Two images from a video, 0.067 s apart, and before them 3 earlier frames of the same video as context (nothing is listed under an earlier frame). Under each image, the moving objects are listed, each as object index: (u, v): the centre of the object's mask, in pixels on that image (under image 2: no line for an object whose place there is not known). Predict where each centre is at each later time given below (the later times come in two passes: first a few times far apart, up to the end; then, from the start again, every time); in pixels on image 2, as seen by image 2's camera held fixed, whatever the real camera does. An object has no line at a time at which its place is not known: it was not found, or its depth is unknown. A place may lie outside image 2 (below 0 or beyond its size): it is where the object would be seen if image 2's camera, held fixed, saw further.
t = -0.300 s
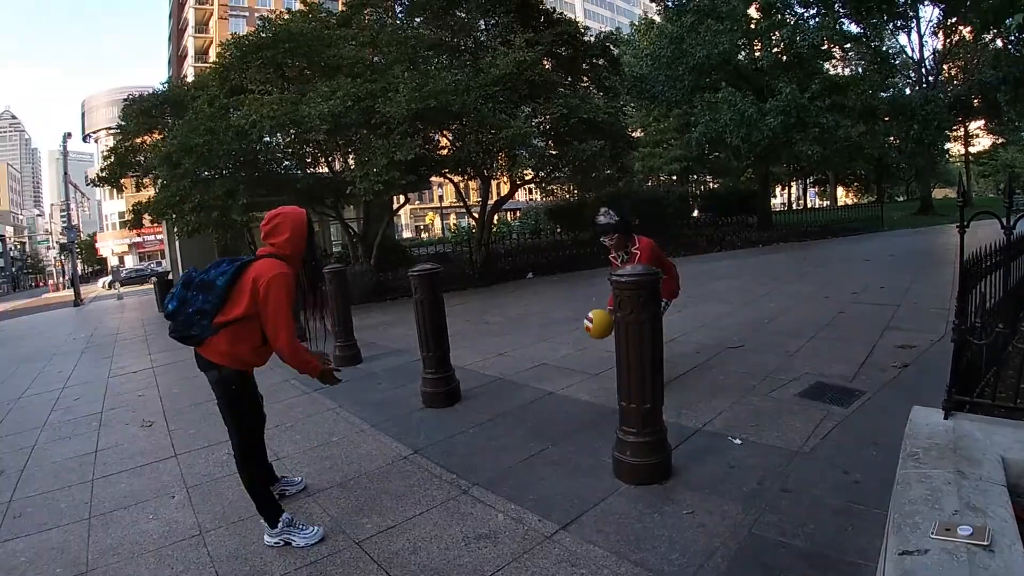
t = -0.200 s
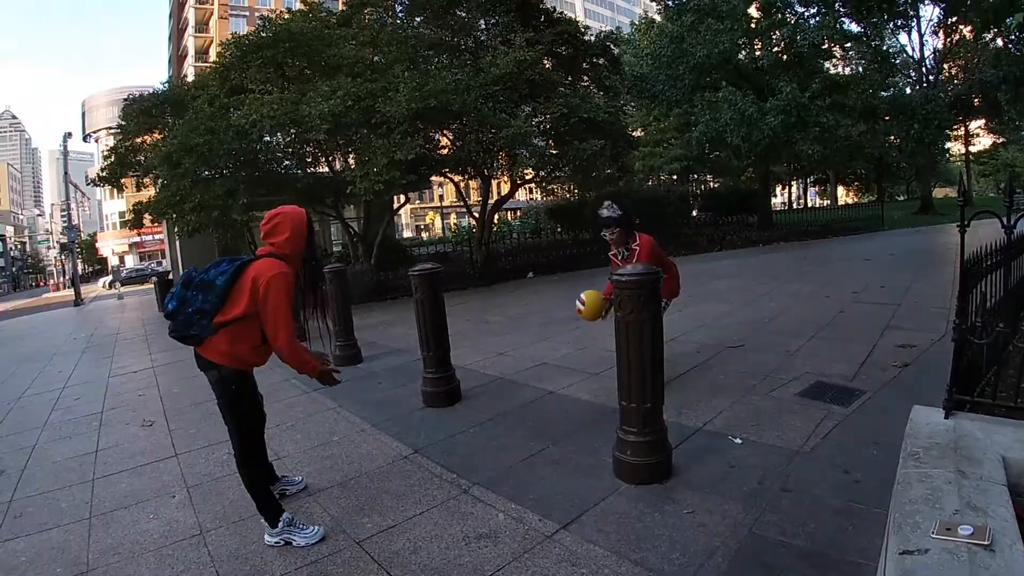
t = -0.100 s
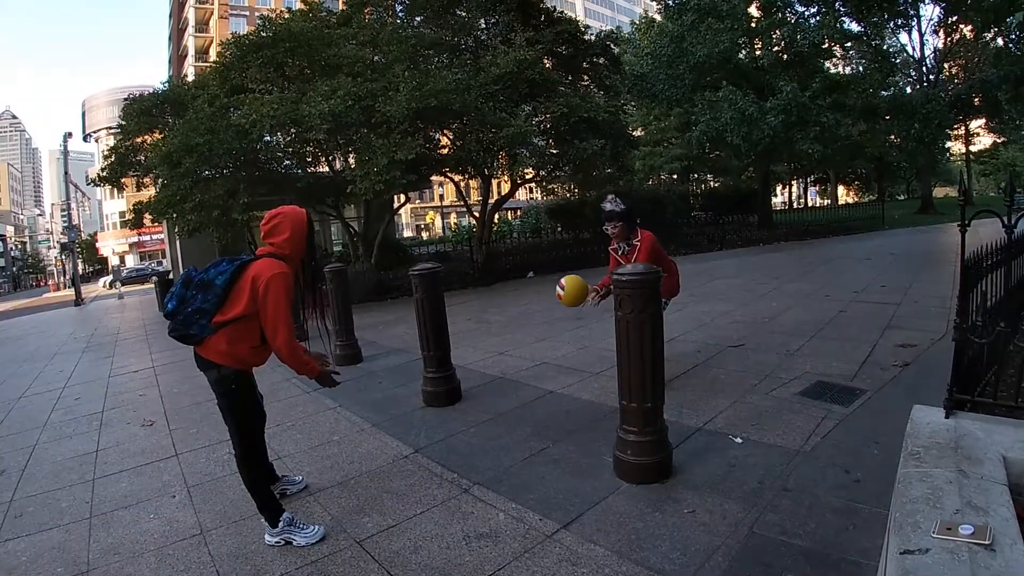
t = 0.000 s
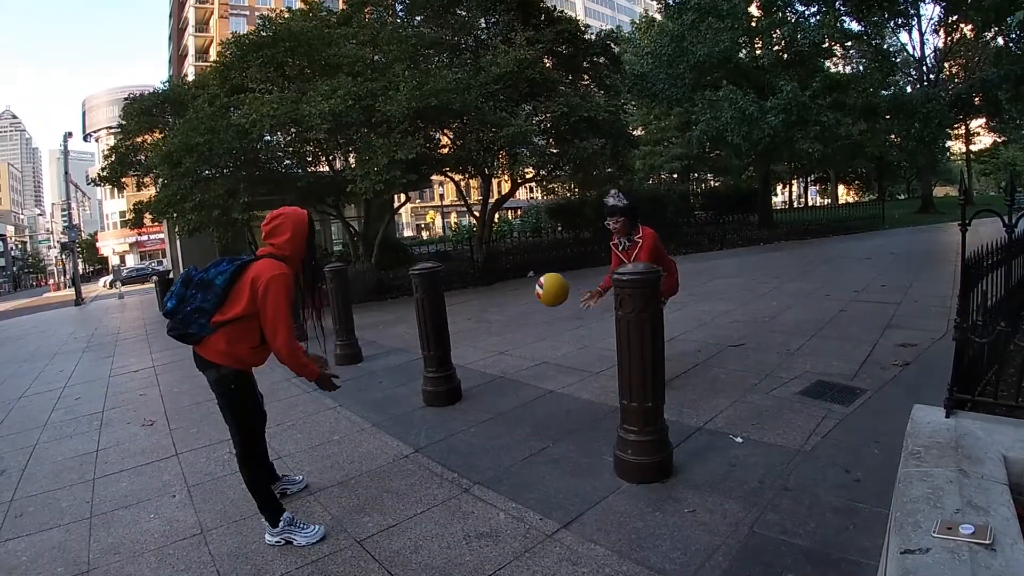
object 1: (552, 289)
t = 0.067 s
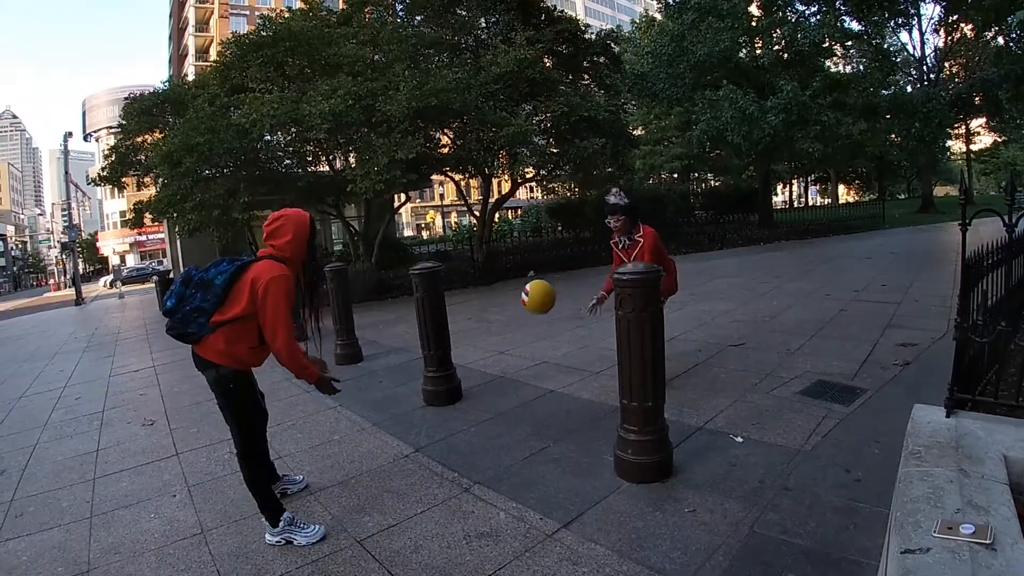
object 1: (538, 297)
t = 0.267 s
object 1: (497, 365)
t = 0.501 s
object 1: (451, 403)
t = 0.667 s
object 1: (416, 375)
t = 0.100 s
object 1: (531, 303)
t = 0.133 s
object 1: (525, 312)
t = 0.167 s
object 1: (518, 322)
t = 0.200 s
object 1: (511, 335)
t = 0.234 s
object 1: (504, 349)
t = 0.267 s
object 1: (497, 365)
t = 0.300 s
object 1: (490, 383)
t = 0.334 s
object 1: (484, 403)
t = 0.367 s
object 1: (478, 424)
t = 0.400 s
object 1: (473, 438)
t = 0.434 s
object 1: (465, 425)
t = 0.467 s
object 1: (458, 413)
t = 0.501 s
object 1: (451, 403)
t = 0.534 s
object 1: (444, 394)
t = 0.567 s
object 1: (437, 387)
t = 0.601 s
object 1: (430, 381)
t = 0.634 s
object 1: (422, 377)
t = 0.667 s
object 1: (416, 375)
